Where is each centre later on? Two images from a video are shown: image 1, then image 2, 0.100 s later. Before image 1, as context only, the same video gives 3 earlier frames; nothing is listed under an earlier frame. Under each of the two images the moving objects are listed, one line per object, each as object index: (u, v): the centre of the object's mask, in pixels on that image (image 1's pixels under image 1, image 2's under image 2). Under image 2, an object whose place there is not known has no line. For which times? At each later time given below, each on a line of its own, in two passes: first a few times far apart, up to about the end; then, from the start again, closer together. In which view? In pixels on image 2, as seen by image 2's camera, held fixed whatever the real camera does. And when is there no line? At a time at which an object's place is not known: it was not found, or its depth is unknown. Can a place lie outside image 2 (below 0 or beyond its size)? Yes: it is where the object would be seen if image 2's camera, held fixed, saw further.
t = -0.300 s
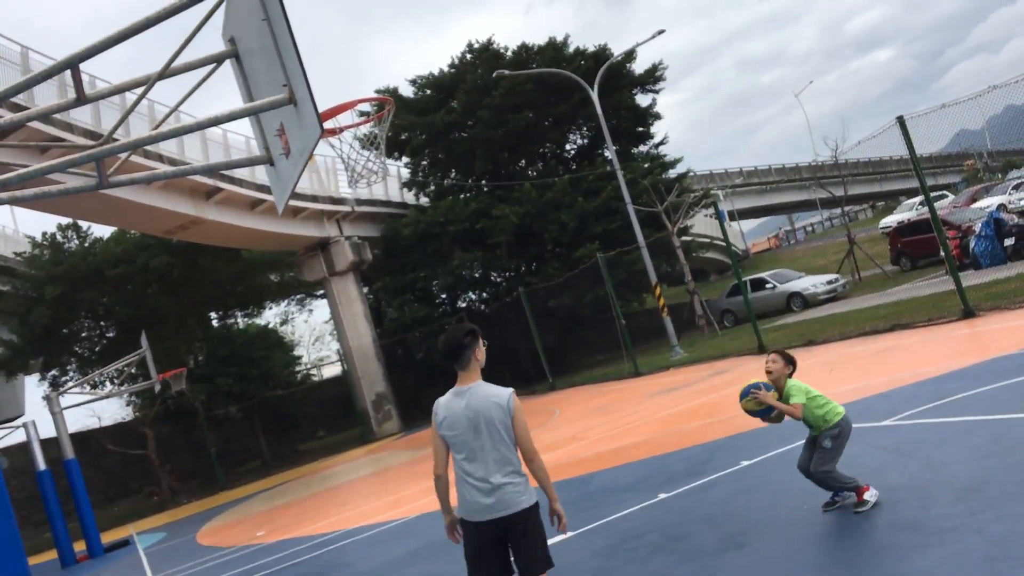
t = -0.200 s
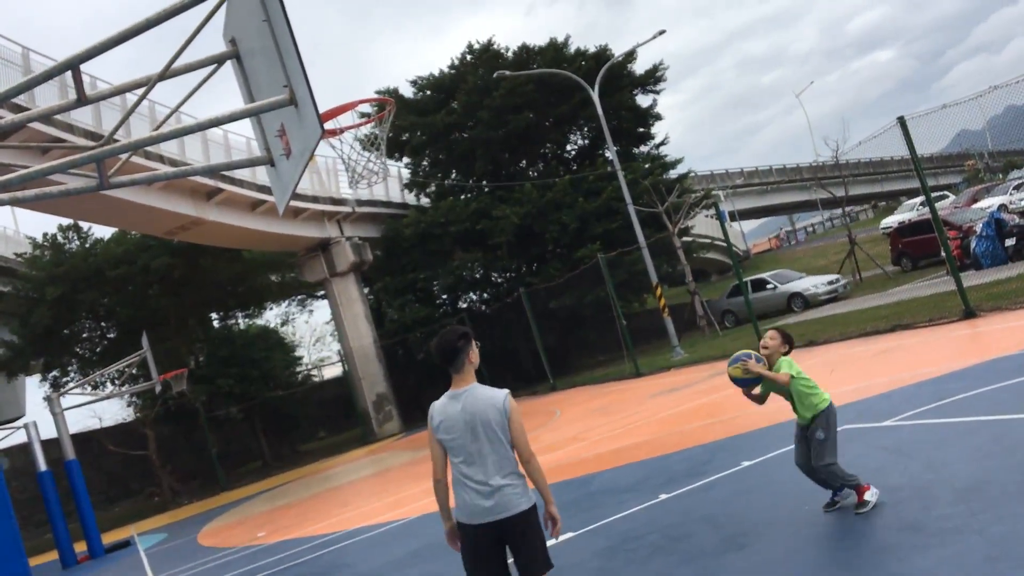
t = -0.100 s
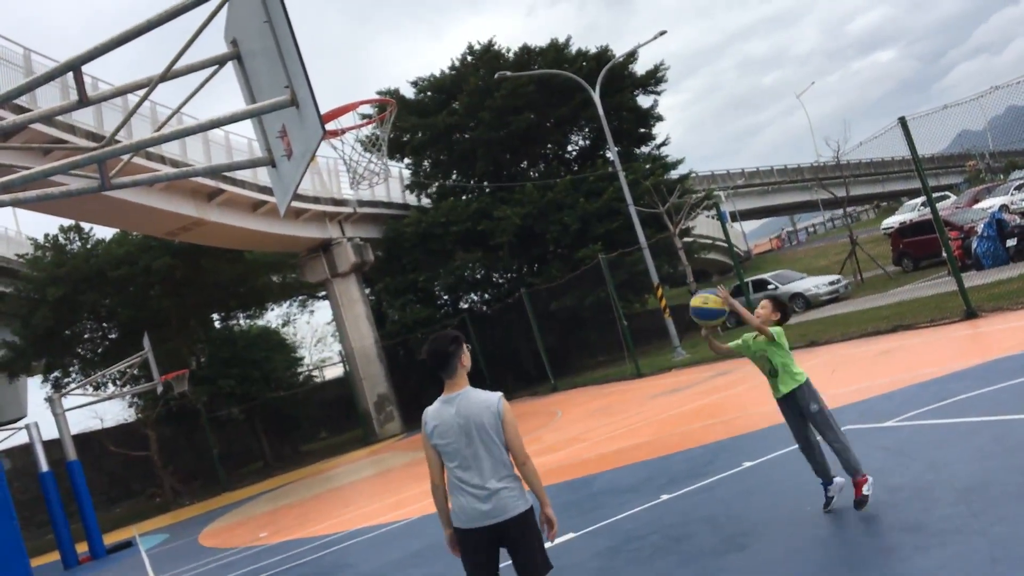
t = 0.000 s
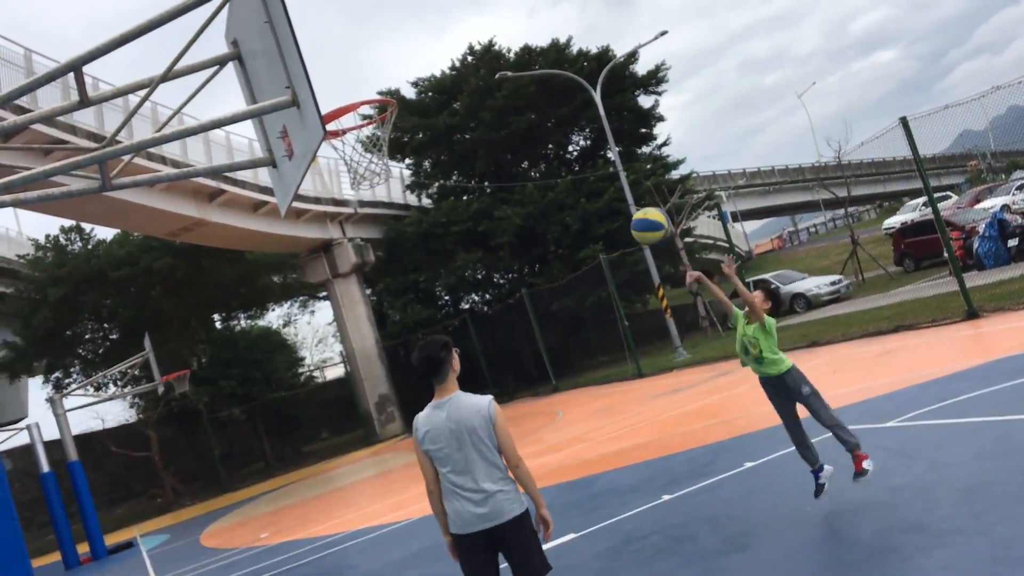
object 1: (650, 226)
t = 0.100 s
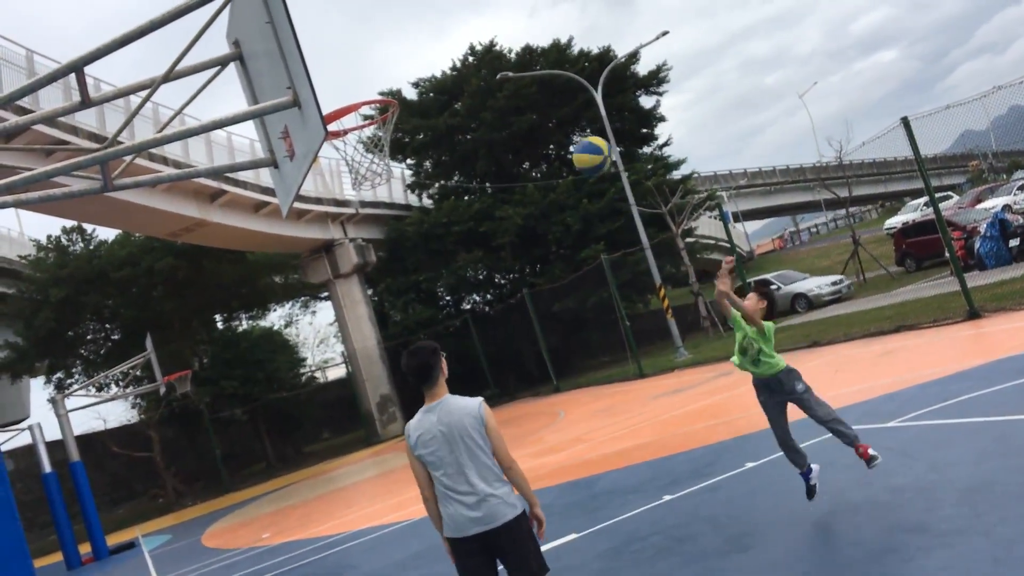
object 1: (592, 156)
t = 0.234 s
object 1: (519, 83)
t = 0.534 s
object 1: (376, 15)
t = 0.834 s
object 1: (323, 69)
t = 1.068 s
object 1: (368, 133)
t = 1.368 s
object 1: (342, 160)
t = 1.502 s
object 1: (366, 168)
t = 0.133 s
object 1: (574, 136)
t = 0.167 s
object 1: (555, 117)
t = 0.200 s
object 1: (537, 99)
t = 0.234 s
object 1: (519, 83)
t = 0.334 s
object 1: (468, 45)
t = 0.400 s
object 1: (436, 27)
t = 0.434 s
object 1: (420, 21)
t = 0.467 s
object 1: (405, 17)
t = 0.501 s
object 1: (390, 16)
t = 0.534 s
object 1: (376, 15)
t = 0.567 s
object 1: (362, 16)
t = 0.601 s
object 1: (348, 17)
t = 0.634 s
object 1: (335, 20)
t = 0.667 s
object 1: (323, 27)
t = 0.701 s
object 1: (313, 34)
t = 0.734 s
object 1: (308, 43)
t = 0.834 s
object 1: (323, 69)
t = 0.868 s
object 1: (334, 79)
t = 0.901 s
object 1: (350, 89)
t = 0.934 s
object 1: (364, 101)
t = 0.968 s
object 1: (370, 110)
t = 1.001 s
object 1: (375, 120)
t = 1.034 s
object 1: (376, 126)
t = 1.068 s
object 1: (368, 133)
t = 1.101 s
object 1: (363, 142)
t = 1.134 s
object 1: (357, 152)
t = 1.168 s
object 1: (351, 156)
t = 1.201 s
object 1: (347, 158)
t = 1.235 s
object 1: (342, 159)
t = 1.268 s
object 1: (341, 158)
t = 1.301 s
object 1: (340, 158)
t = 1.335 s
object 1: (340, 159)
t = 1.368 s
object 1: (342, 160)
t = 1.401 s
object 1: (346, 162)
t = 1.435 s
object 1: (352, 163)
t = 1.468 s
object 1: (359, 165)
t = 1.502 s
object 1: (366, 168)
